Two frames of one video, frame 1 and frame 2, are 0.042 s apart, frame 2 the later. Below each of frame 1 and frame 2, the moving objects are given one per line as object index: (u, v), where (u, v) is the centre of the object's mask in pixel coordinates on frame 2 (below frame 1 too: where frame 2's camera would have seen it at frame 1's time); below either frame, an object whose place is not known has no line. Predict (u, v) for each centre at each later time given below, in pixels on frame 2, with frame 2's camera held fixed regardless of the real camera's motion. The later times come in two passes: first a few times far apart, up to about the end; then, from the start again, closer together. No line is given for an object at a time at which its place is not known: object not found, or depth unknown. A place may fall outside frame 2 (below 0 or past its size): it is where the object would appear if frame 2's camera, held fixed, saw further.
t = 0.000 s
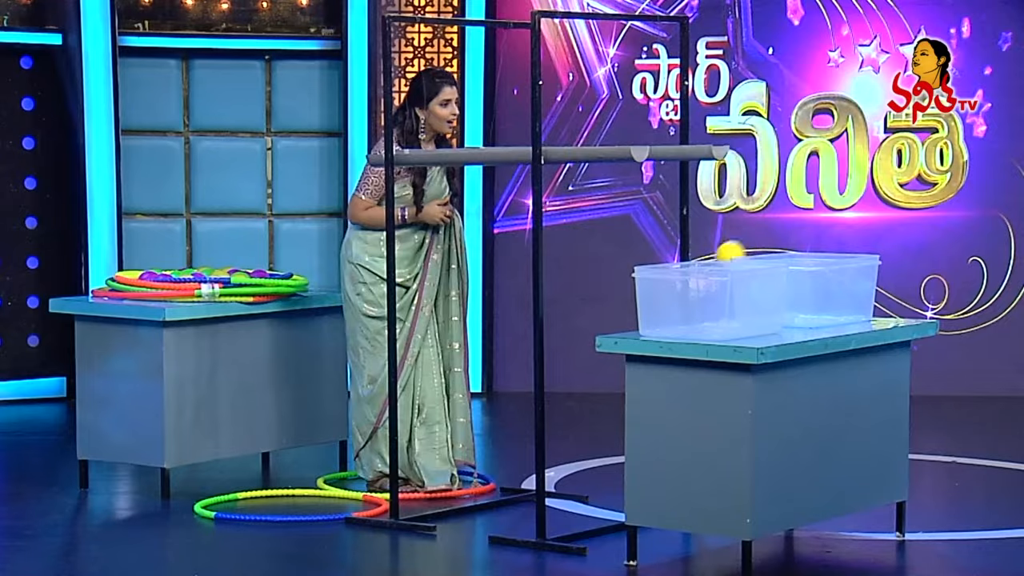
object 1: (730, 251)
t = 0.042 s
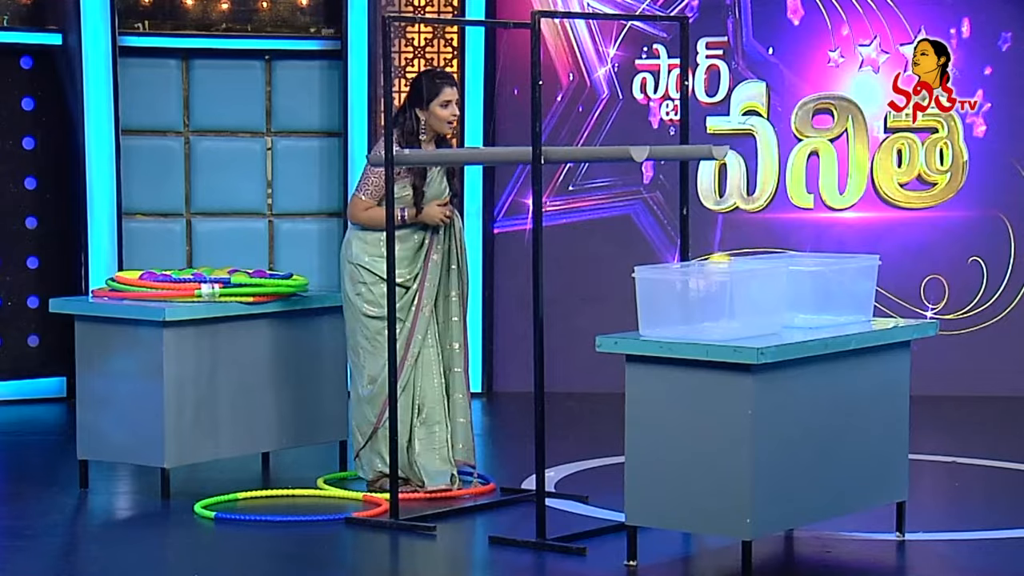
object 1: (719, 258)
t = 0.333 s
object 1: (622, 502)
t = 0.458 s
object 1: (612, 421)
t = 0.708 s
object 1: (579, 356)
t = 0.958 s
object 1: (551, 436)
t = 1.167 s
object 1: (520, 437)
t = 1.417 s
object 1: (484, 423)
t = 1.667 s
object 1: (459, 458)
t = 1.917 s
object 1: (445, 477)
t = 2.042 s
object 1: (439, 473)
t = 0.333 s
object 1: (622, 502)
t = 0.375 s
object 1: (619, 477)
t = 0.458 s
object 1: (612, 421)
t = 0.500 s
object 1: (608, 400)
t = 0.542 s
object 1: (602, 383)
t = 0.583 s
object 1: (596, 370)
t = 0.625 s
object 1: (591, 362)
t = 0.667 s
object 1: (585, 357)
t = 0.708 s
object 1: (579, 356)
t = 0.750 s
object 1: (573, 359)
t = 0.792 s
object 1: (567, 366)
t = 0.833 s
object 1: (562, 377)
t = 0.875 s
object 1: (556, 393)
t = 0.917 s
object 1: (553, 413)
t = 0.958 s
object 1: (551, 436)
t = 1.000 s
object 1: (549, 460)
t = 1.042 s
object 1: (530, 496)
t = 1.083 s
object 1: (527, 475)
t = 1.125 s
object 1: (524, 454)
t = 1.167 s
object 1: (520, 437)
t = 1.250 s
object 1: (504, 407)
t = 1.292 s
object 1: (499, 406)
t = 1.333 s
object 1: (494, 408)
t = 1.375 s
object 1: (489, 413)
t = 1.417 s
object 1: (484, 423)
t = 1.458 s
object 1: (478, 437)
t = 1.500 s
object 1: (473, 457)
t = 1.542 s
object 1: (467, 477)
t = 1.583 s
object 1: (464, 483)
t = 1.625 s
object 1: (461, 469)
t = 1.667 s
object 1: (459, 458)
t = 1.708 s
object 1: (456, 451)
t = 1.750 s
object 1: (454, 449)
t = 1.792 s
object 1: (452, 450)
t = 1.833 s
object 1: (449, 454)
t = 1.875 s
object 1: (447, 464)
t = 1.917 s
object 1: (445, 477)
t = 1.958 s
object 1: (442, 494)
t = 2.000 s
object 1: (440, 485)
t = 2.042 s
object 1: (439, 473)
